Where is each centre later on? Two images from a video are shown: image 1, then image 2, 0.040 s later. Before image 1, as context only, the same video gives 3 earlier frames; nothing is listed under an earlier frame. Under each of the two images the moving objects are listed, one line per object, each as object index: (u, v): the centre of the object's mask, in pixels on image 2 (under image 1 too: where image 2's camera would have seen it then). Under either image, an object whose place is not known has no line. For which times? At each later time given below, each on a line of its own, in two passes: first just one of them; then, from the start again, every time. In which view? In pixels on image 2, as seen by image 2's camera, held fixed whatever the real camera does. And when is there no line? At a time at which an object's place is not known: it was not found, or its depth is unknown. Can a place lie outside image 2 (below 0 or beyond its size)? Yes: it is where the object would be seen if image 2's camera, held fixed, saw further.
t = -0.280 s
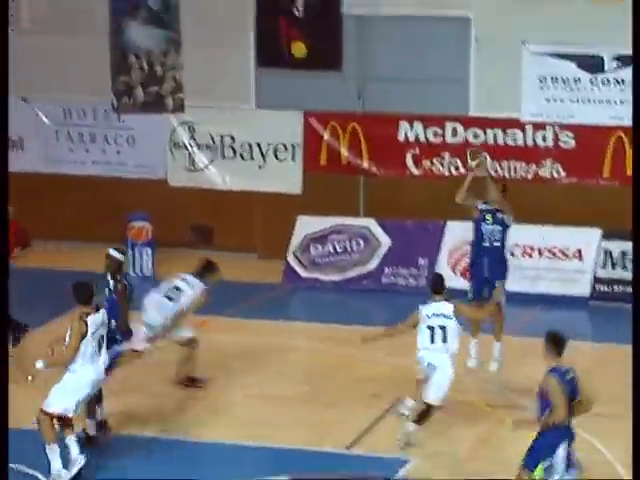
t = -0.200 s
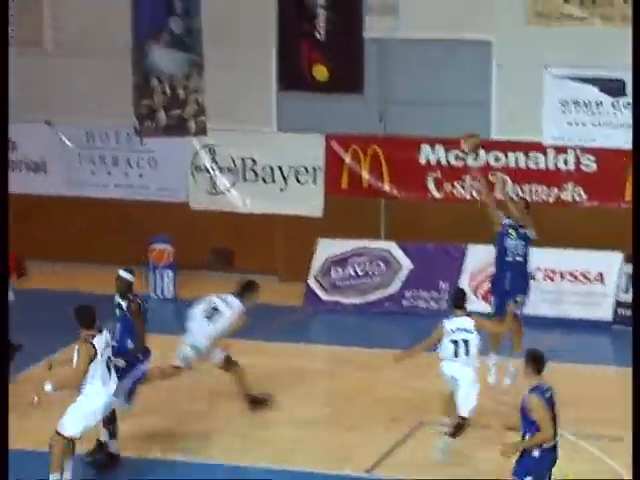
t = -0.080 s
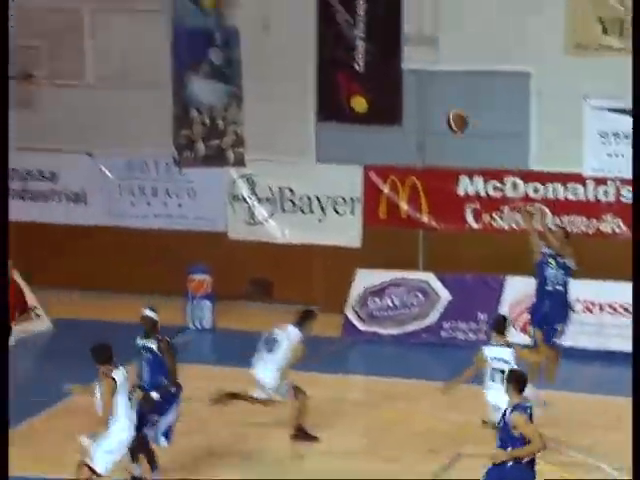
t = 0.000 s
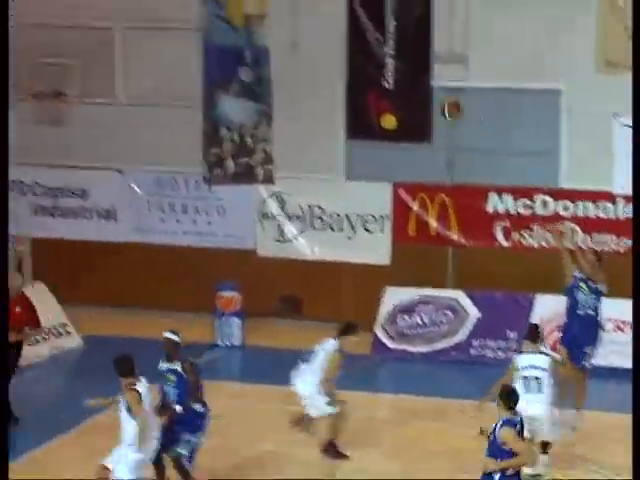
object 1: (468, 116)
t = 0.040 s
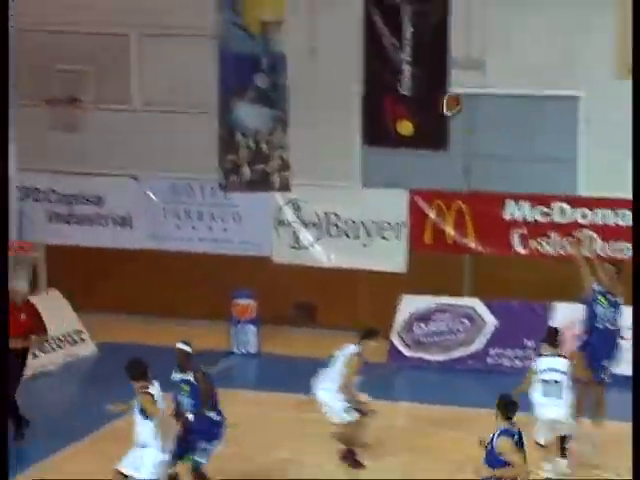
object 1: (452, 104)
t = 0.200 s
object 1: (380, 65)
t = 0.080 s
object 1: (434, 93)
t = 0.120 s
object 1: (416, 82)
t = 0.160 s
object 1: (399, 75)
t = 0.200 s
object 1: (380, 65)
